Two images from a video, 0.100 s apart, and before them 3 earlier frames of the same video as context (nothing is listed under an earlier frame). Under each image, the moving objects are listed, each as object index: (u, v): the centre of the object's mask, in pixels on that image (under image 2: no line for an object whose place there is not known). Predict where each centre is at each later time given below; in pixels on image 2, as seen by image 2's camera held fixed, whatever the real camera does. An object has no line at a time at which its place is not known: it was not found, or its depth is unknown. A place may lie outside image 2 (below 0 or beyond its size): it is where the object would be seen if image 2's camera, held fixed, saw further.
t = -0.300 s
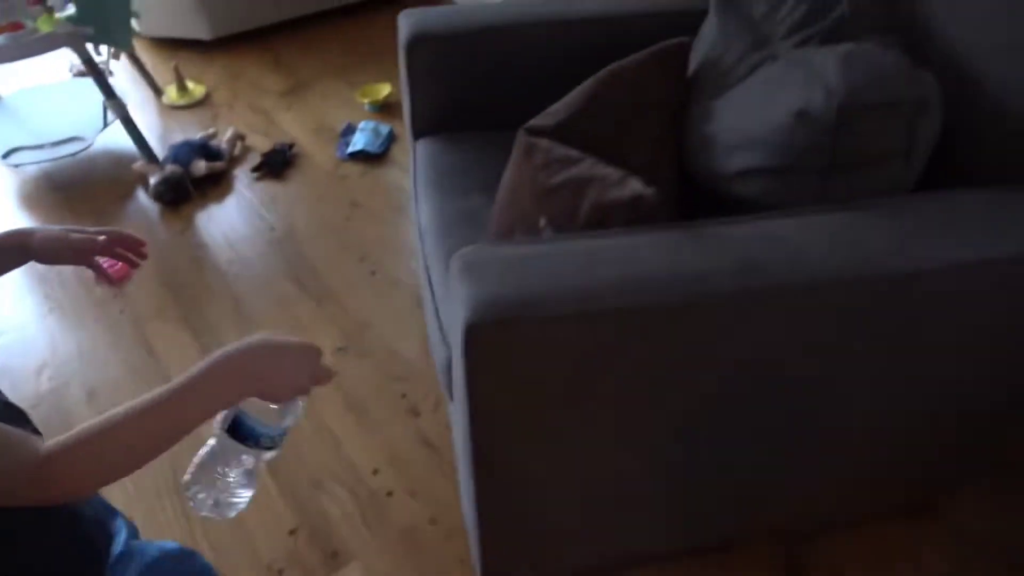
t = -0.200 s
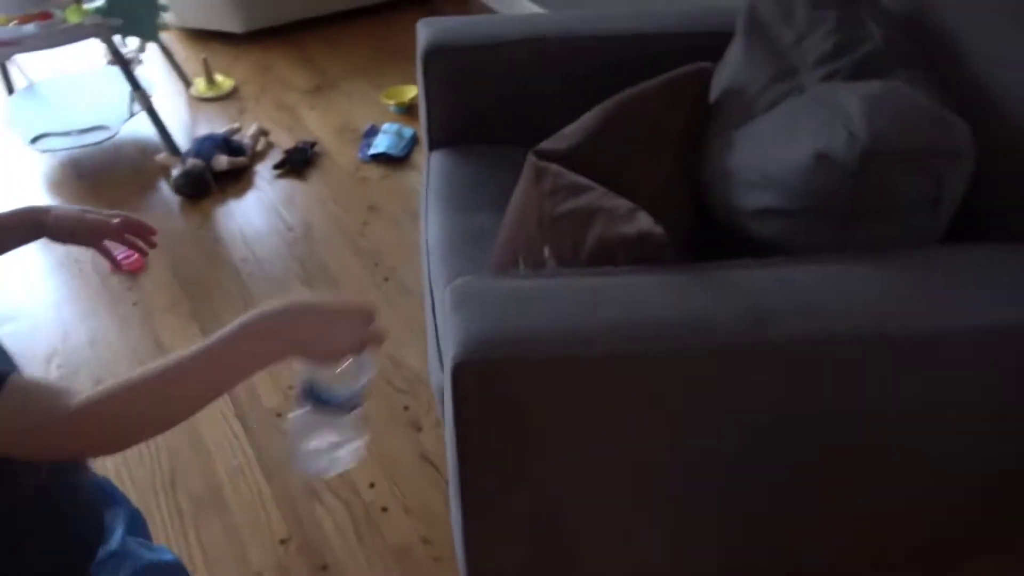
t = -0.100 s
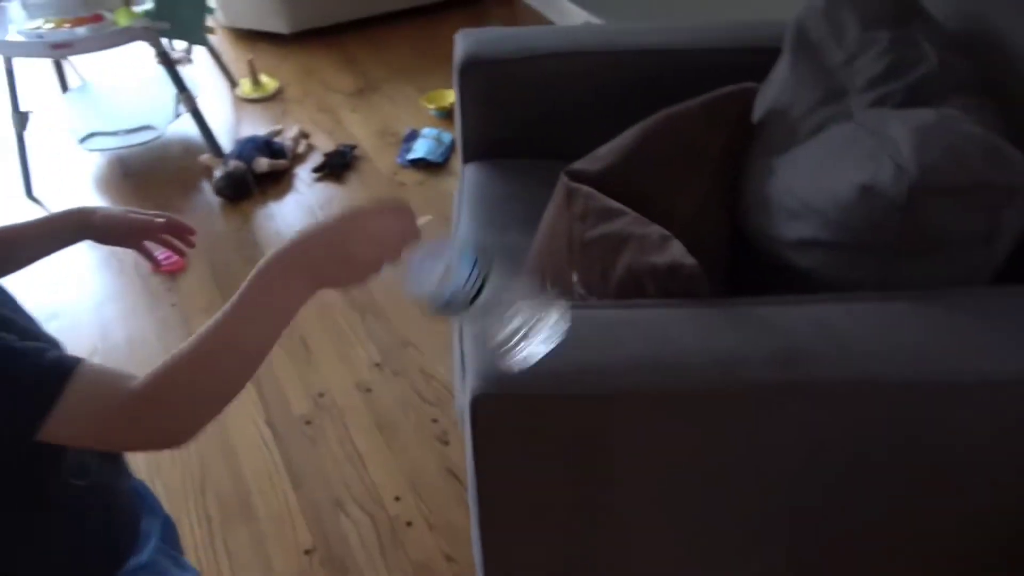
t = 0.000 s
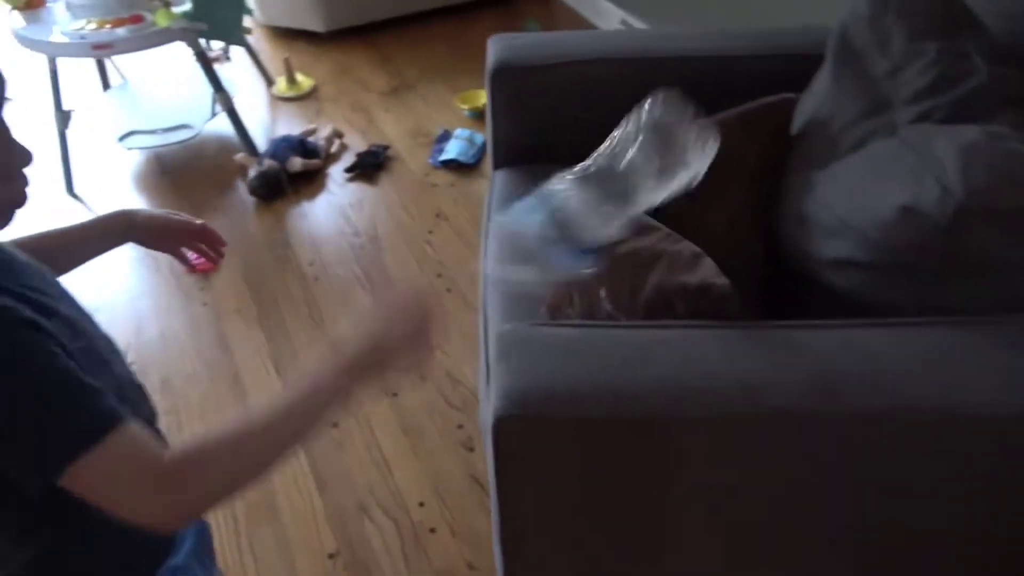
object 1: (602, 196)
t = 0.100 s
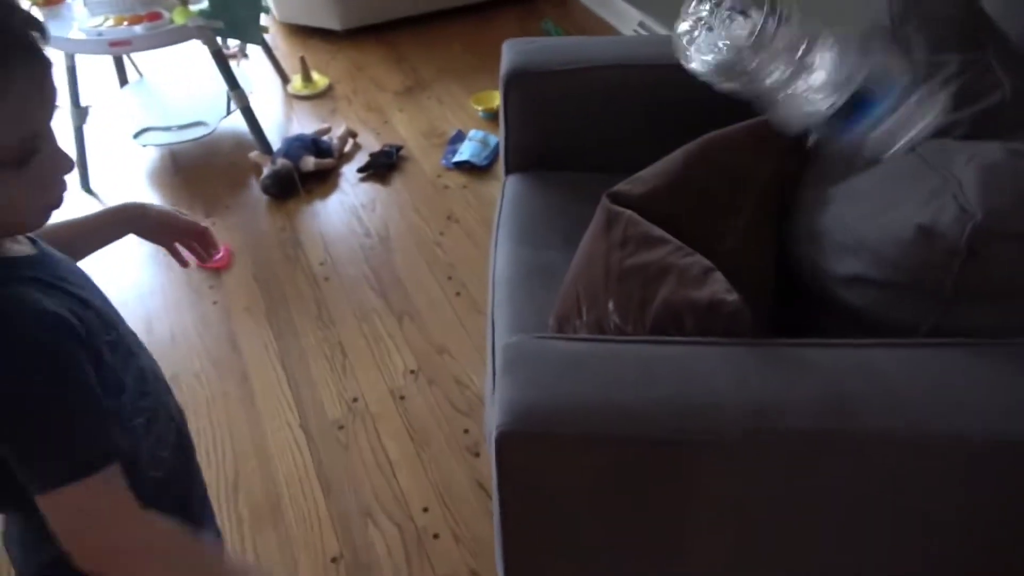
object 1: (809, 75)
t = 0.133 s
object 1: (849, 37)
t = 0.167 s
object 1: (827, 35)
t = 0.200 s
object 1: (838, 47)
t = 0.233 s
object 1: (863, 65)
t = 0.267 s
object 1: (887, 88)
